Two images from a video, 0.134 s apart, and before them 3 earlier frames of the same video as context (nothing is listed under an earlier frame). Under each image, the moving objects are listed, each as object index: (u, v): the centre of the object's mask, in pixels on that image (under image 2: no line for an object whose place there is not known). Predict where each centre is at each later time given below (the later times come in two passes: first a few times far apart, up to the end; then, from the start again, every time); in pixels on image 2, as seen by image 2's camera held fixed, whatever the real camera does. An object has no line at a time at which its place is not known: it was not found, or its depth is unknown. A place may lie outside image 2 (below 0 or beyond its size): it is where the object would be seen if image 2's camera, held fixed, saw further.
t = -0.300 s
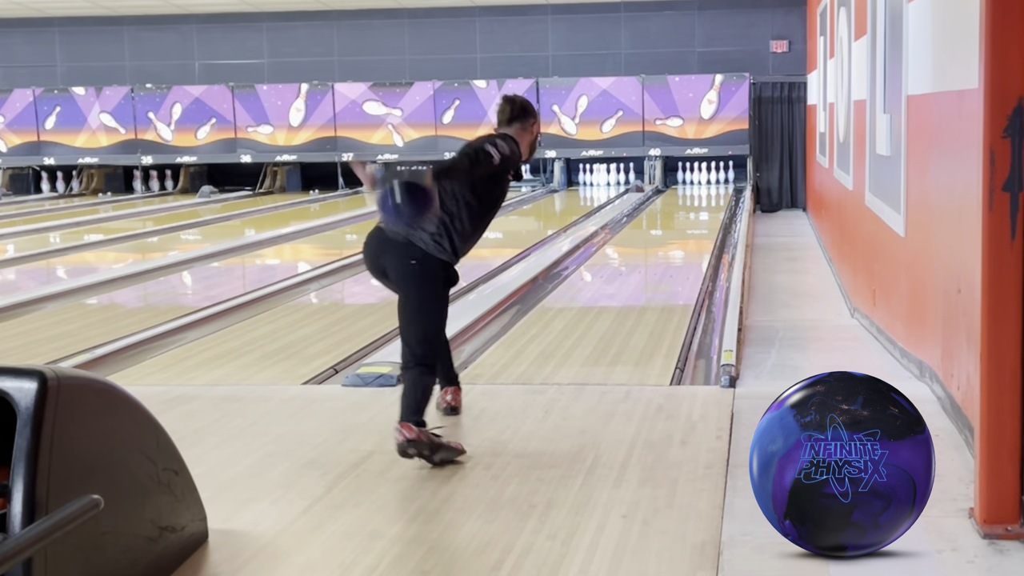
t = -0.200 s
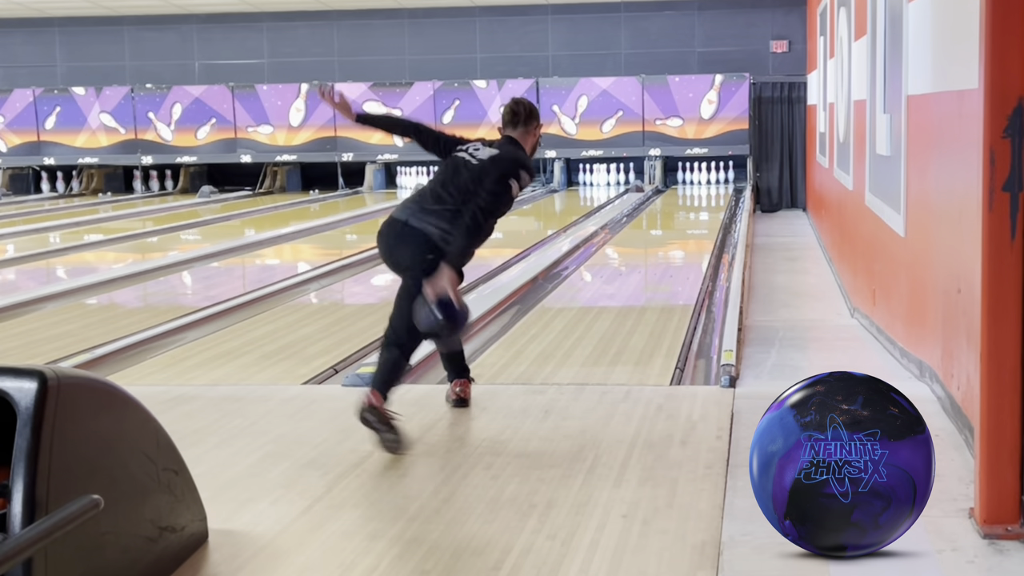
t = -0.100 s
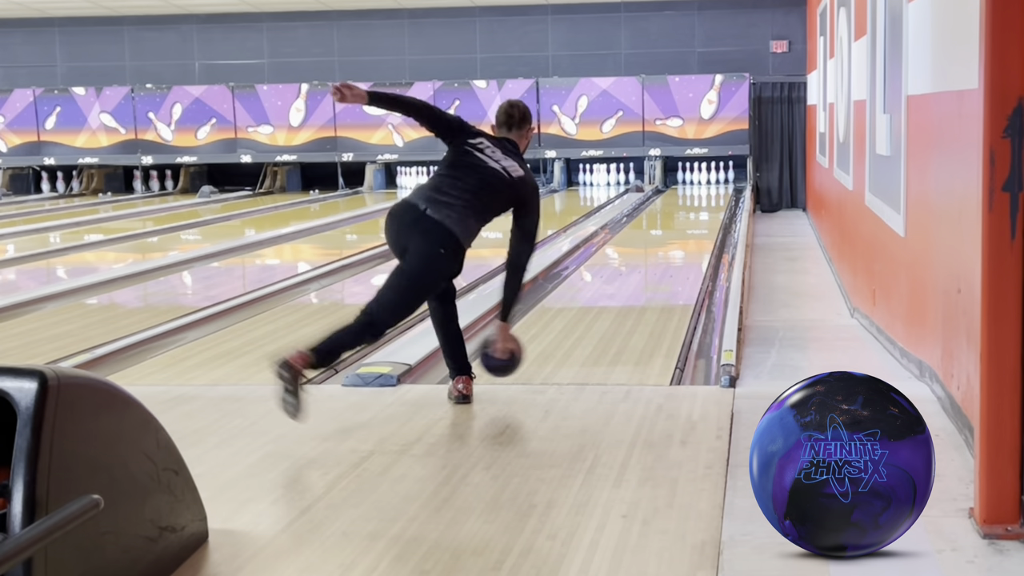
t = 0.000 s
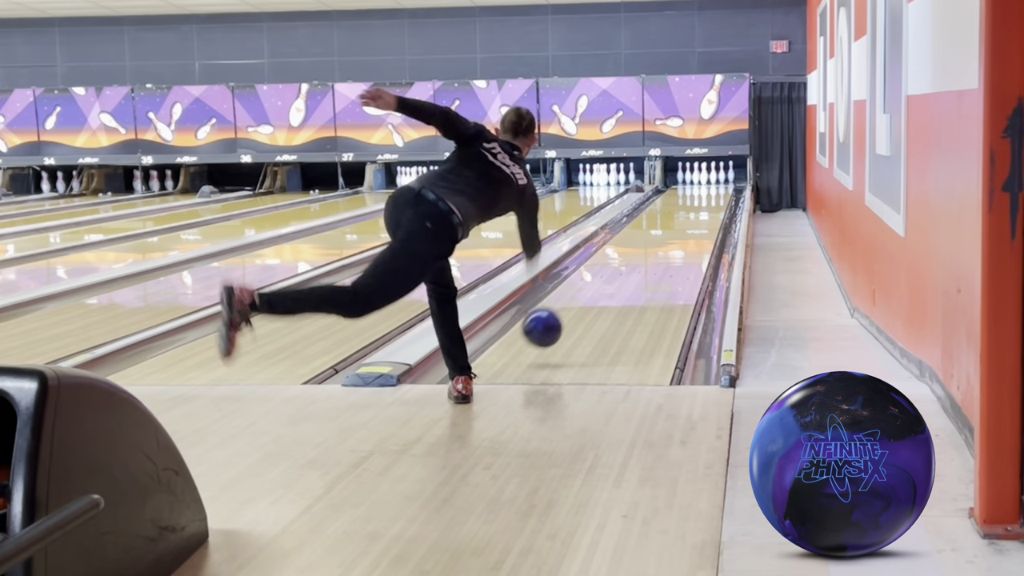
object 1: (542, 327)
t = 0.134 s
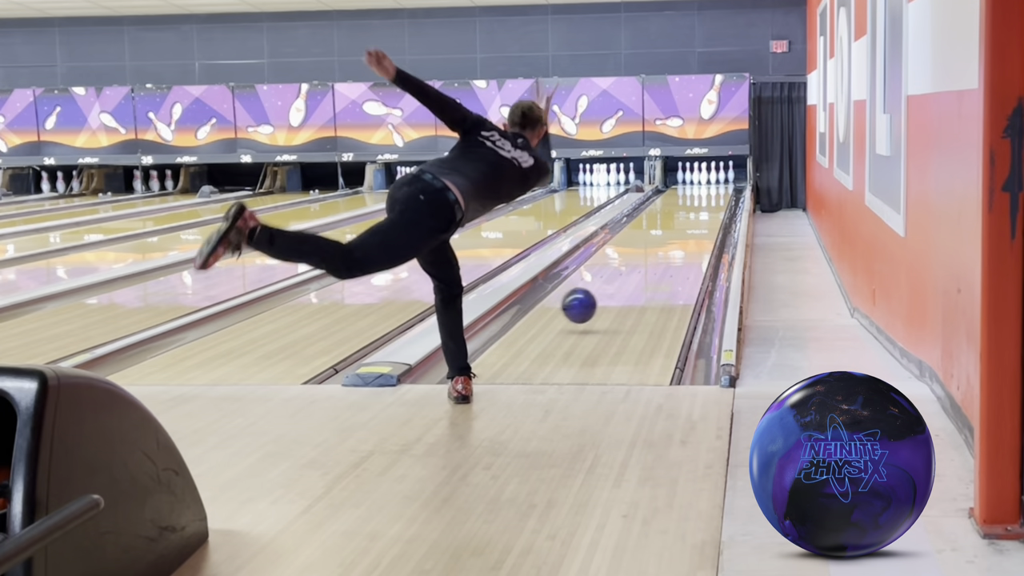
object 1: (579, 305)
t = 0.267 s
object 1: (608, 291)
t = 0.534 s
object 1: (648, 258)
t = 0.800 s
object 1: (675, 234)
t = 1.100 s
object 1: (696, 216)
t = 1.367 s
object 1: (709, 203)
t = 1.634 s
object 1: (716, 194)
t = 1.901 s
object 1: (717, 187)
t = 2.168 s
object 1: (711, 181)
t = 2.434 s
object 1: (705, 178)
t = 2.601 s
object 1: (705, 177)
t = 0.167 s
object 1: (587, 305)
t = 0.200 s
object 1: (594, 302)
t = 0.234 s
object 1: (601, 296)
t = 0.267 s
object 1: (608, 291)
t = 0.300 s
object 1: (614, 286)
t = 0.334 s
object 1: (619, 282)
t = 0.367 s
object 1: (625, 277)
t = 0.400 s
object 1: (630, 273)
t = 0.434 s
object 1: (635, 269)
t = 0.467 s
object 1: (639, 265)
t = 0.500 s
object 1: (644, 261)
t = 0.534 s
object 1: (648, 258)
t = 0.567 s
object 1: (652, 254)
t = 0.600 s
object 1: (655, 251)
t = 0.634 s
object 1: (659, 248)
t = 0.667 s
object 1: (662, 245)
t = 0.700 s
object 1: (666, 242)
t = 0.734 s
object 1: (669, 239)
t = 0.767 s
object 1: (672, 237)
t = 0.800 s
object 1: (675, 234)
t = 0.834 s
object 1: (677, 232)
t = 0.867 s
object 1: (680, 229)
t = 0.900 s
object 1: (683, 227)
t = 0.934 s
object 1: (685, 225)
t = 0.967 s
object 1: (687, 223)
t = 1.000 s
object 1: (690, 221)
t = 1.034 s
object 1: (692, 219)
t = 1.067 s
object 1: (694, 217)
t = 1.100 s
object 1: (696, 216)
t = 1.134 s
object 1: (698, 214)
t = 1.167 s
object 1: (699, 212)
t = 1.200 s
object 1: (701, 211)
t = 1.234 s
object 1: (703, 209)
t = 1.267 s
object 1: (705, 208)
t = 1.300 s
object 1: (706, 206)
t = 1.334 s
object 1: (708, 205)
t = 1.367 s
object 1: (709, 203)
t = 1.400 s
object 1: (710, 202)
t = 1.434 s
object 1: (711, 201)
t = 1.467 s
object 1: (712, 199)
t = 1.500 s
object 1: (713, 198)
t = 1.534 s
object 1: (714, 197)
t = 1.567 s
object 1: (715, 196)
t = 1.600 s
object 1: (716, 195)
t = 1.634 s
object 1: (716, 194)
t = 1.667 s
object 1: (717, 193)
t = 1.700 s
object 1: (717, 192)
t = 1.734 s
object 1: (717, 191)
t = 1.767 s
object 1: (717, 190)
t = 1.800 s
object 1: (717, 189)
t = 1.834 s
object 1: (717, 188)
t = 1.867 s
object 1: (717, 188)
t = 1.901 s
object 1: (717, 187)
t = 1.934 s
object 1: (717, 186)
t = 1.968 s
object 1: (716, 185)
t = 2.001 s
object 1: (715, 185)
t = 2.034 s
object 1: (714, 184)
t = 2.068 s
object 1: (714, 183)
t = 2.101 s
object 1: (713, 183)
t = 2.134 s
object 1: (712, 182)
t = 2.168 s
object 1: (711, 181)
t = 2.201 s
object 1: (710, 181)
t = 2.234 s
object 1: (709, 180)
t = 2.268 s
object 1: (707, 180)
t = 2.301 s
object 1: (706, 179)
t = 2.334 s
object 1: (706, 179)
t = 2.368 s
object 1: (706, 178)
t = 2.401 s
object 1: (706, 178)
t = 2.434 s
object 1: (705, 178)
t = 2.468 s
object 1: (705, 177)
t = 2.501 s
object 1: (705, 177)
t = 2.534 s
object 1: (705, 177)
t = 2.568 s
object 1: (704, 177)
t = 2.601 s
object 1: (705, 177)
